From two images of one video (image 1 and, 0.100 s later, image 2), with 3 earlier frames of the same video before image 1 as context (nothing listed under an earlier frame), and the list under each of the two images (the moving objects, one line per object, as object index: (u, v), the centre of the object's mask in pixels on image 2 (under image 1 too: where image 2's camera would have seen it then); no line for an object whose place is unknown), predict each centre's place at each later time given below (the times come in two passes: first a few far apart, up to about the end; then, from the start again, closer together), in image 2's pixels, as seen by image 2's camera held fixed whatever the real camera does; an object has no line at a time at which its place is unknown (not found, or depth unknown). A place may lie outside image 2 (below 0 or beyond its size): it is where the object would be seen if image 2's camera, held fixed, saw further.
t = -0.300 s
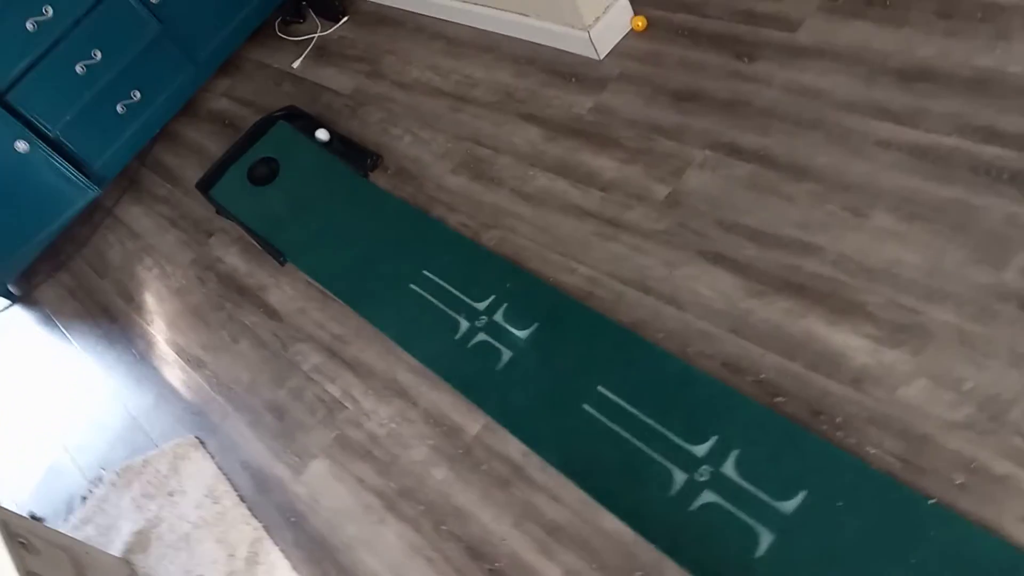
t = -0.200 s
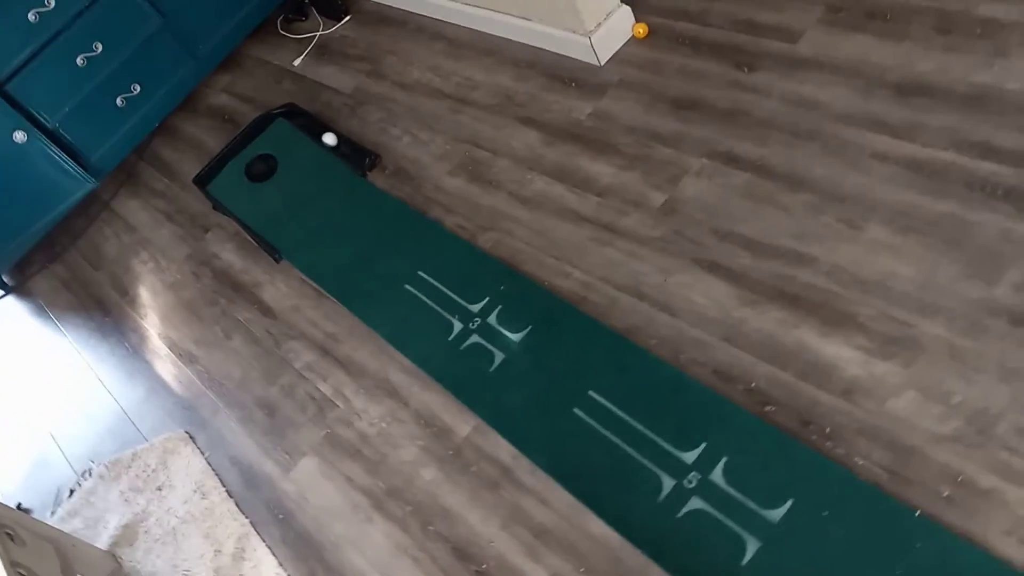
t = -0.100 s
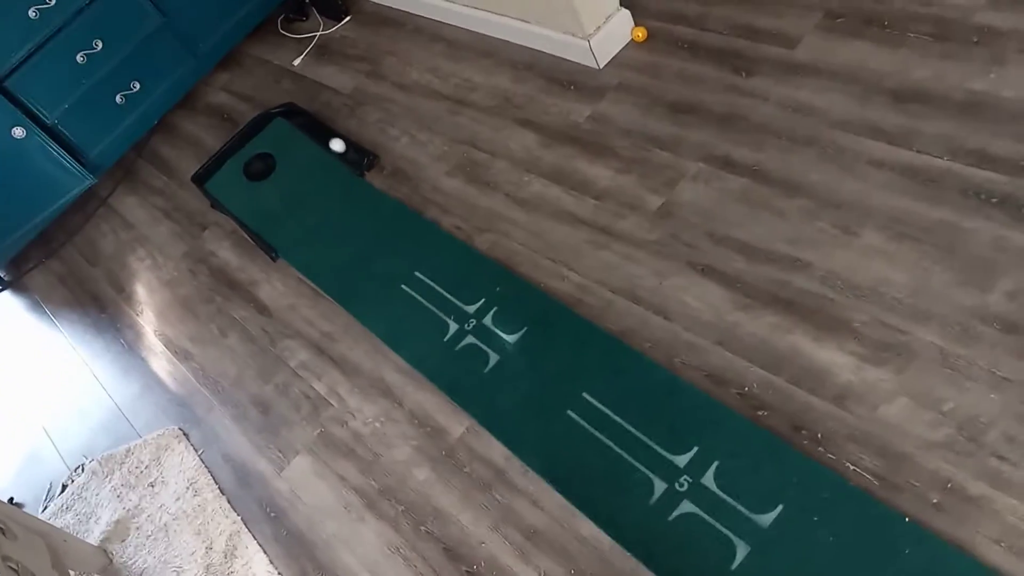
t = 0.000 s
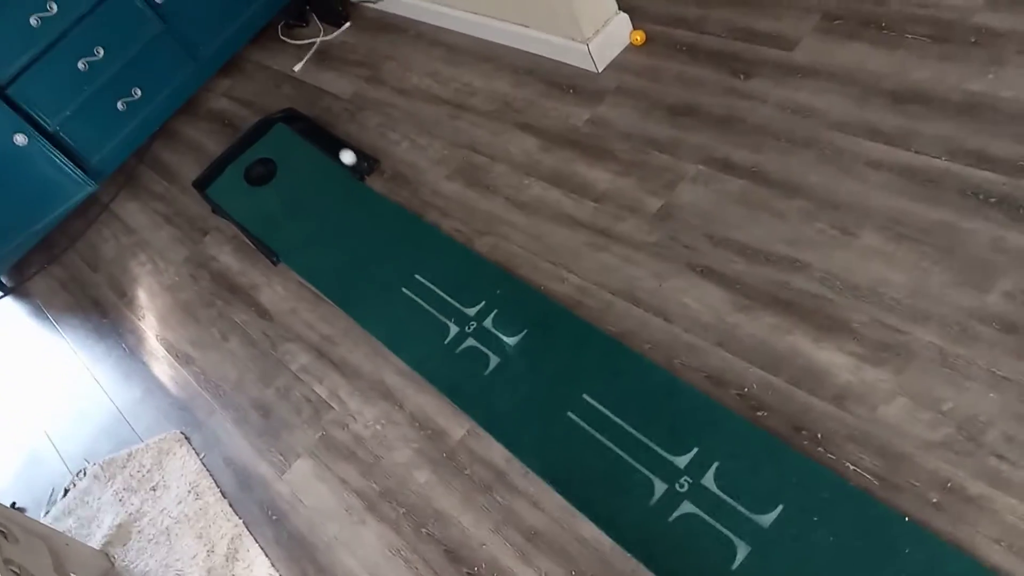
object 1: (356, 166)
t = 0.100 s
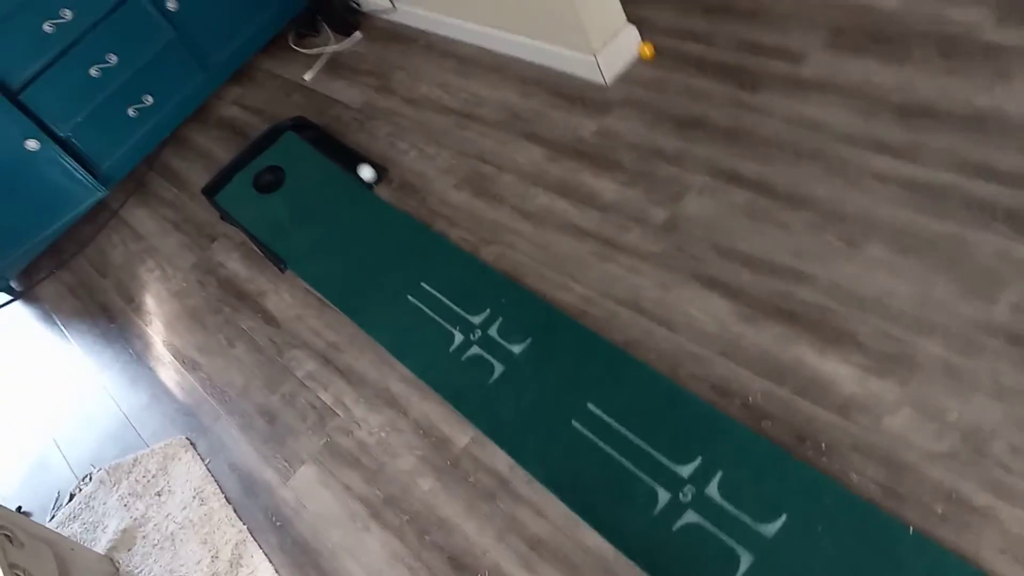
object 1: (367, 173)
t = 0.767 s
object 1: (447, 230)
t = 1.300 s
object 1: (522, 275)
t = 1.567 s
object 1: (566, 296)
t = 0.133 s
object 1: (371, 176)
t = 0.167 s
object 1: (374, 179)
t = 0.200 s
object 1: (377, 181)
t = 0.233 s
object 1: (381, 185)
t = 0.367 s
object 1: (398, 195)
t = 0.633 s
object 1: (430, 218)
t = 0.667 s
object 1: (434, 220)
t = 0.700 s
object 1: (439, 223)
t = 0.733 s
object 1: (443, 227)
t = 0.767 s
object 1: (447, 230)
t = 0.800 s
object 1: (452, 233)
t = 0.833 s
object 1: (456, 235)
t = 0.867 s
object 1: (461, 238)
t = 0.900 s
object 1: (465, 241)
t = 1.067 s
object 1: (488, 255)
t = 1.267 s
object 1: (517, 272)
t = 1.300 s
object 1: (522, 275)
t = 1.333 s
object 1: (528, 277)
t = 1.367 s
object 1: (533, 280)
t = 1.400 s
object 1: (538, 283)
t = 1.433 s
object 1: (544, 285)
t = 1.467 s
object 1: (549, 288)
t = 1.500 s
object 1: (554, 291)
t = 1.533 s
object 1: (559, 293)
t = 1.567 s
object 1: (566, 296)
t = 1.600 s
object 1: (572, 299)
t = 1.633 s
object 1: (578, 302)
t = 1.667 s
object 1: (583, 305)
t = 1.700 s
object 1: (589, 308)
